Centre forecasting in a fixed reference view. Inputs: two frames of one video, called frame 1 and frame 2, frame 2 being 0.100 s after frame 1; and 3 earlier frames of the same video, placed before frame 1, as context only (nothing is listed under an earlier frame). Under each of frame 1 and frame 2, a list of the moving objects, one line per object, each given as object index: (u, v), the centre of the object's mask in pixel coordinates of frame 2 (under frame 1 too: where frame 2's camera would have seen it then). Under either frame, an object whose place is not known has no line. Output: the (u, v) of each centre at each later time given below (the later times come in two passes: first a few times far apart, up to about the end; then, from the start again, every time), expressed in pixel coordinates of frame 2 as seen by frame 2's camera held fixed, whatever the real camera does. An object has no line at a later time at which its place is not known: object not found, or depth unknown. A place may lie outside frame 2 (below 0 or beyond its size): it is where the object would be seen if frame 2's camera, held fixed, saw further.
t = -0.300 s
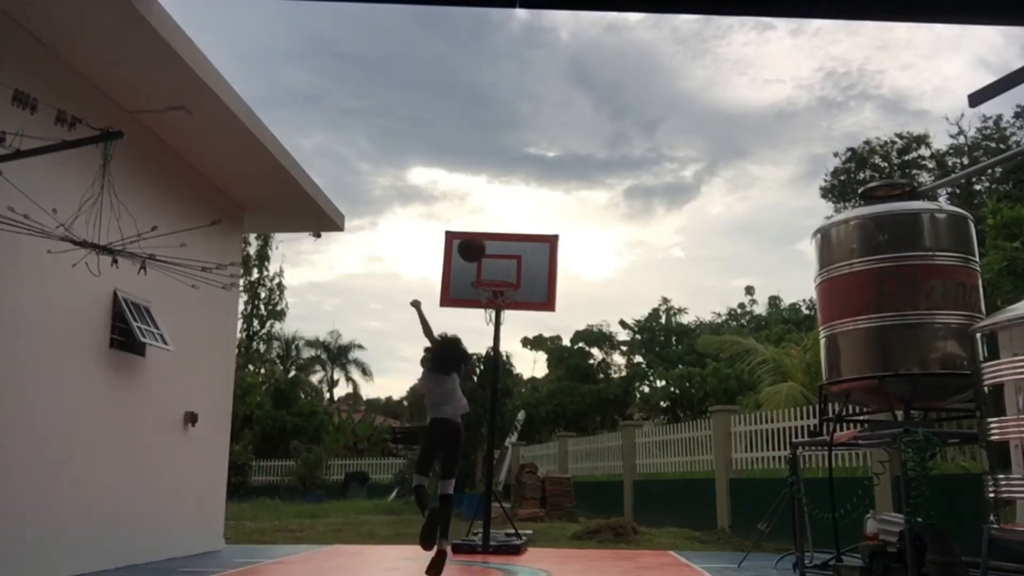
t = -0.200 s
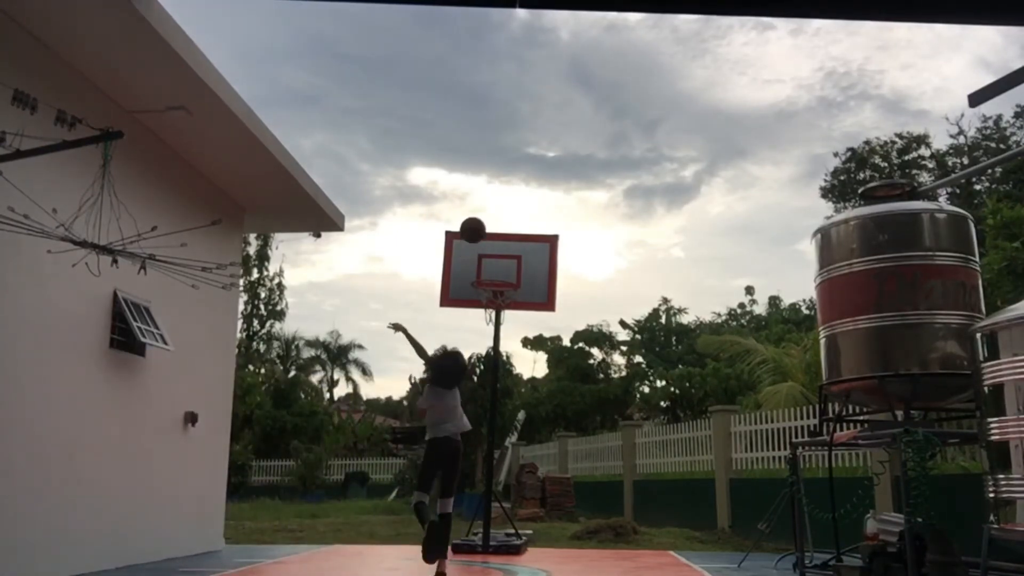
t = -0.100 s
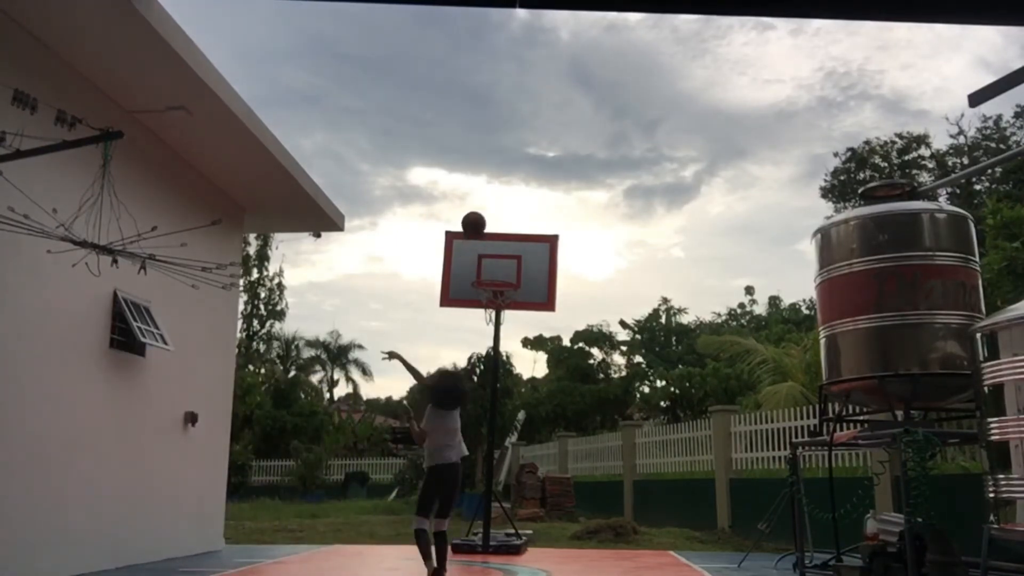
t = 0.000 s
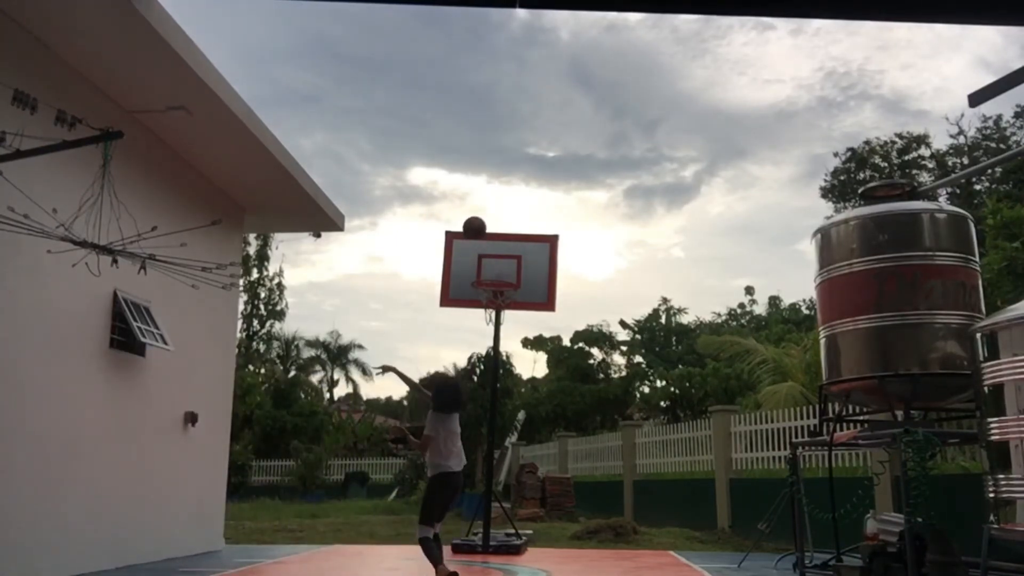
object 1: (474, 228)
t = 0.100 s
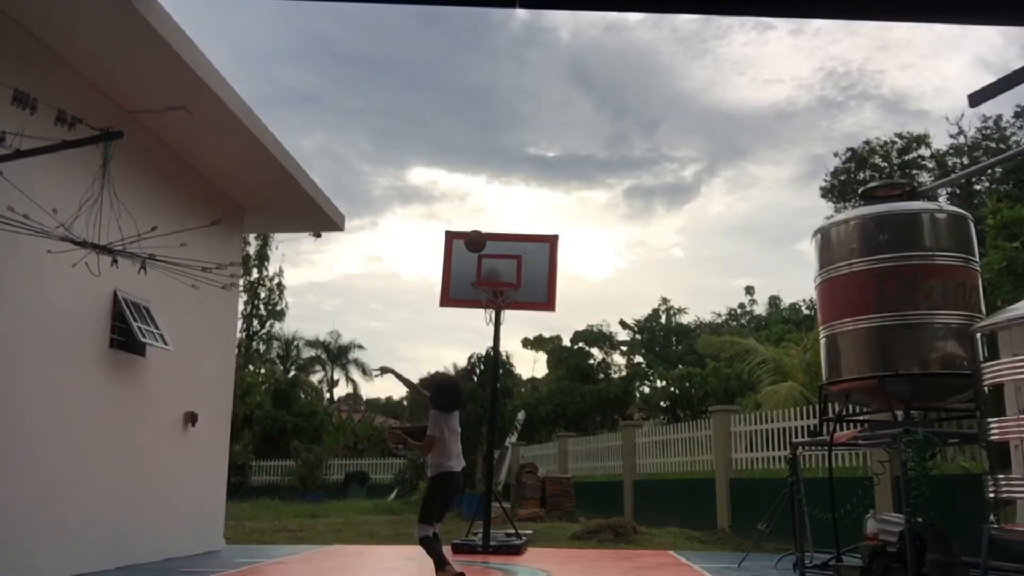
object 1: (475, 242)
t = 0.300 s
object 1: (471, 278)
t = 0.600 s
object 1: (421, 269)
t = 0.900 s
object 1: (367, 339)
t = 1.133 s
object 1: (323, 456)
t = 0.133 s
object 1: (475, 248)
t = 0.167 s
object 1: (476, 255)
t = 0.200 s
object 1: (476, 263)
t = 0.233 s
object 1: (476, 271)
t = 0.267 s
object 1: (475, 278)
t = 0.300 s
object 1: (471, 278)
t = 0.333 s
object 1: (467, 274)
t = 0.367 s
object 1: (462, 269)
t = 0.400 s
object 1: (456, 266)
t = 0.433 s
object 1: (450, 264)
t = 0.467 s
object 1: (443, 263)
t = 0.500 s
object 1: (437, 263)
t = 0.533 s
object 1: (432, 264)
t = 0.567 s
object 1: (427, 266)
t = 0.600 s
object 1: (421, 269)
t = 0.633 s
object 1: (415, 273)
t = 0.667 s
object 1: (409, 277)
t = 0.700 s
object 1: (403, 283)
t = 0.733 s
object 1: (397, 290)
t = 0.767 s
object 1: (391, 297)
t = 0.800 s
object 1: (385, 306)
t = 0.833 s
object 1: (379, 316)
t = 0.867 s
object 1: (373, 327)
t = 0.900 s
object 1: (367, 339)
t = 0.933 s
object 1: (361, 352)
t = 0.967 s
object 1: (355, 367)
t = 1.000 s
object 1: (349, 383)
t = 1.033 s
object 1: (343, 400)
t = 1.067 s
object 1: (338, 416)
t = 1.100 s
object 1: (330, 436)
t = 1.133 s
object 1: (323, 456)
